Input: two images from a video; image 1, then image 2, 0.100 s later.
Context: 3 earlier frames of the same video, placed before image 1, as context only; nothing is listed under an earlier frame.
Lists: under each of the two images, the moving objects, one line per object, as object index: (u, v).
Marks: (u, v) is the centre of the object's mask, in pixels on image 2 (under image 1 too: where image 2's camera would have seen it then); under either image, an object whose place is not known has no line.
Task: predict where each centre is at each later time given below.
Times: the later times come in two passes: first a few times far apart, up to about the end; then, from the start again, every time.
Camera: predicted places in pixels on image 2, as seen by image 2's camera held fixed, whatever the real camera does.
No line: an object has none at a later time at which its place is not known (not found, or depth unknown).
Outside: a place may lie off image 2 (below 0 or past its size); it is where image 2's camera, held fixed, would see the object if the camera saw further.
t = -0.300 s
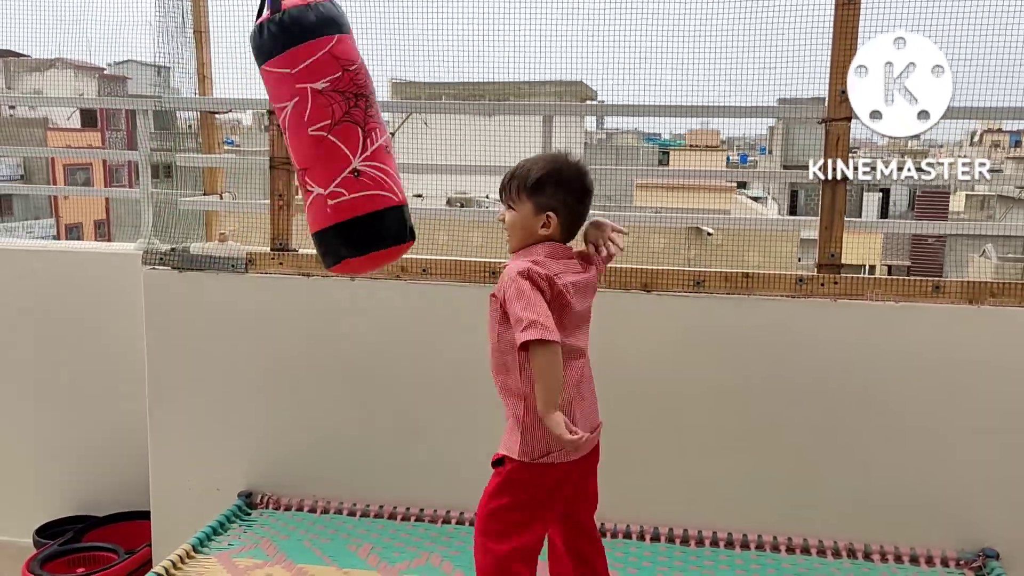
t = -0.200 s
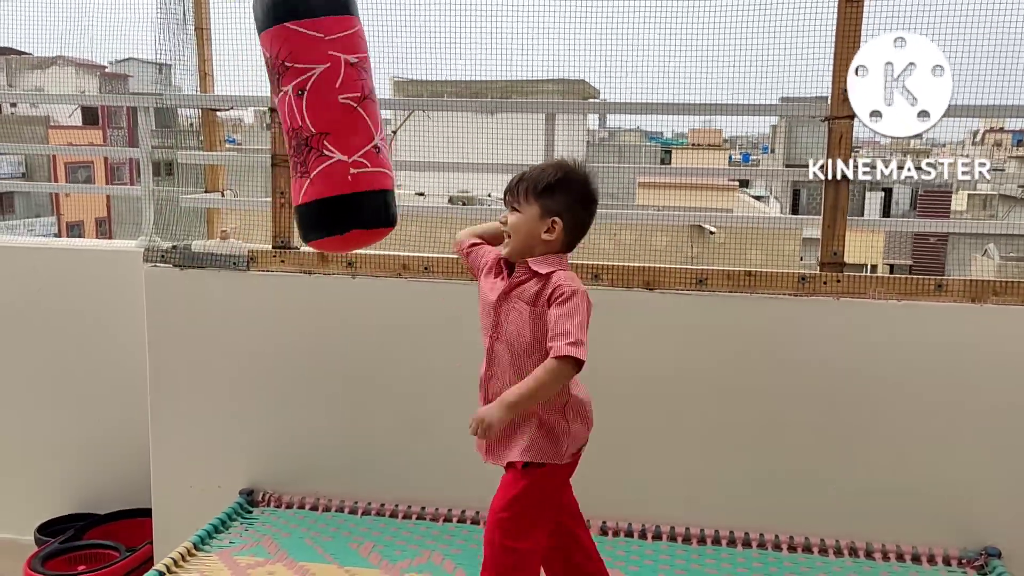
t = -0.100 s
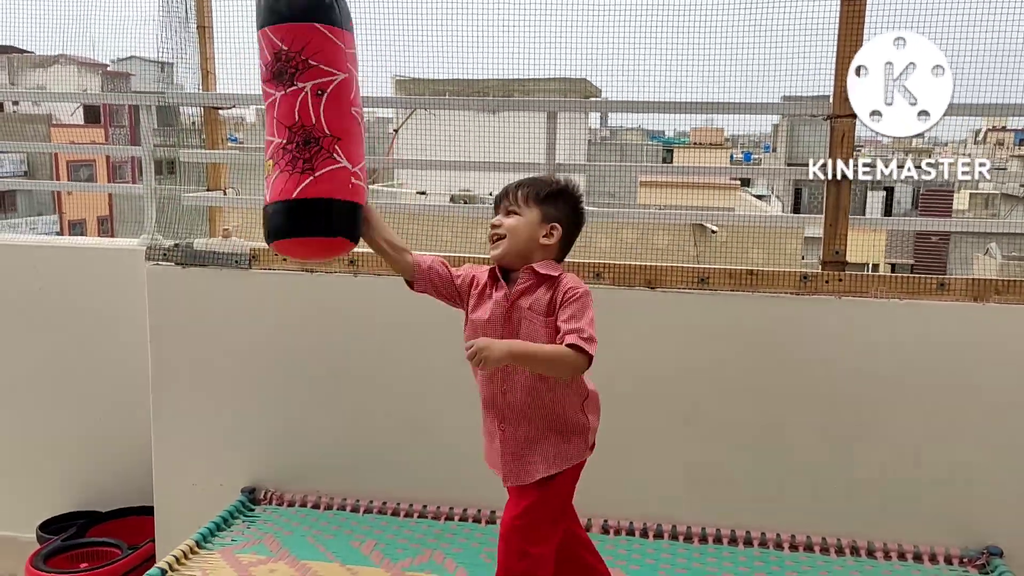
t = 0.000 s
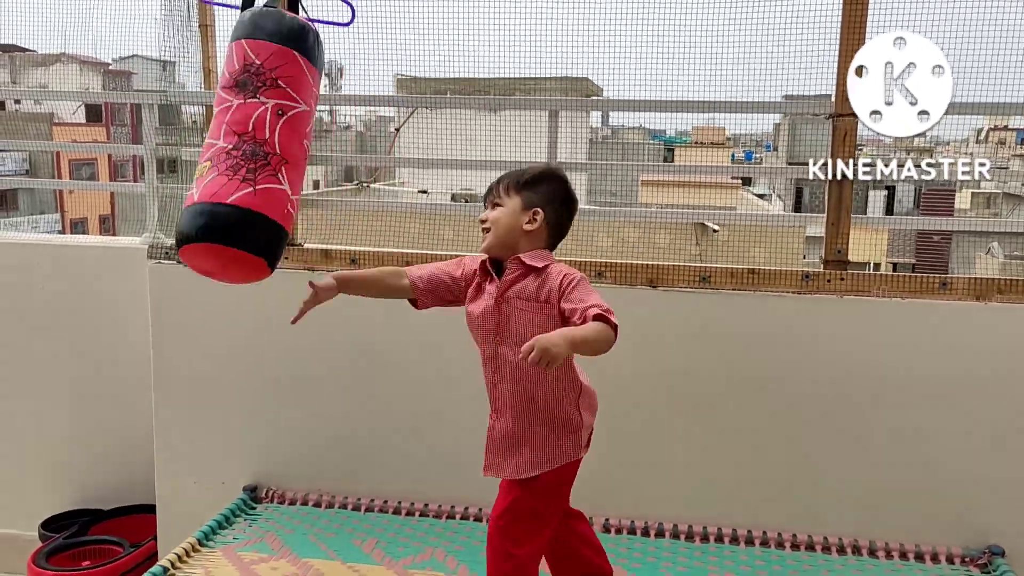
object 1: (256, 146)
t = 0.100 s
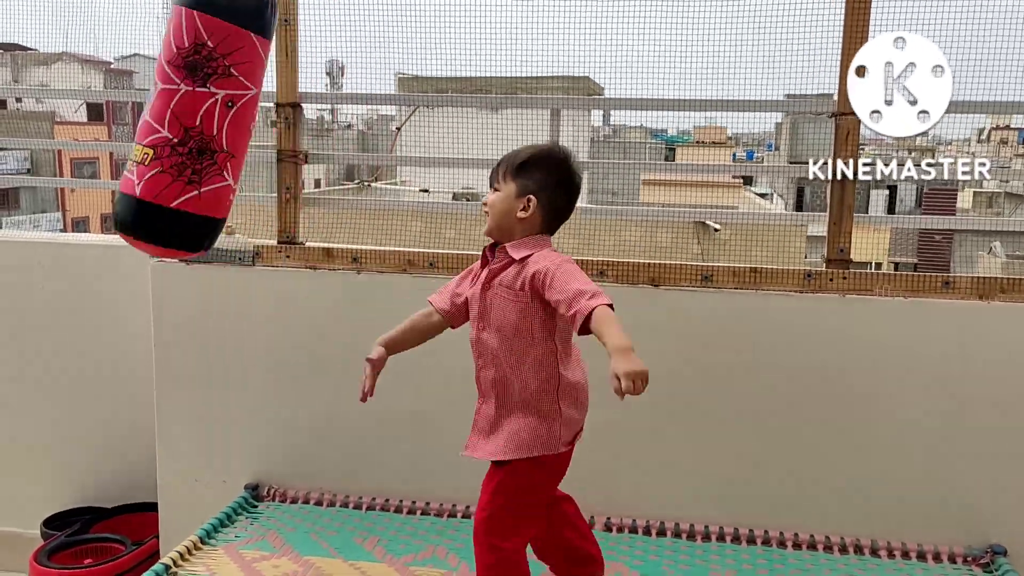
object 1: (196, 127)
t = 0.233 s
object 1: (131, 91)
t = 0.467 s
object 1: (120, 103)
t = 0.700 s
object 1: (239, 132)
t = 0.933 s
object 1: (344, 117)
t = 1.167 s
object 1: (387, 102)
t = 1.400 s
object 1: (342, 128)
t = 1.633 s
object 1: (231, 137)
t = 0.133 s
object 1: (178, 117)
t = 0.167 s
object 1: (161, 107)
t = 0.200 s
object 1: (146, 99)
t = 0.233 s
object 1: (131, 91)
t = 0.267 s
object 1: (119, 86)
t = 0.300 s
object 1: (110, 83)
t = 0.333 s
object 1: (107, 82)
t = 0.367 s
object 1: (107, 85)
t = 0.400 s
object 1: (109, 90)
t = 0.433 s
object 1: (112, 96)
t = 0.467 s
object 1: (120, 103)
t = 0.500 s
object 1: (132, 108)
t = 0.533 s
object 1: (147, 112)
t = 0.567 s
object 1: (162, 115)
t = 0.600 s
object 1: (180, 118)
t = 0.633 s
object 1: (200, 122)
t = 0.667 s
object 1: (219, 126)
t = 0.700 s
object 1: (239, 132)
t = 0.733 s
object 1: (257, 137)
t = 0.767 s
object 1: (274, 140)
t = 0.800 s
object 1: (290, 137)
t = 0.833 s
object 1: (305, 136)
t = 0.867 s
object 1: (319, 131)
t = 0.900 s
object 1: (332, 124)
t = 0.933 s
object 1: (344, 117)
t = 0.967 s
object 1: (355, 112)
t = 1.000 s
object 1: (365, 108)
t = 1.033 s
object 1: (373, 105)
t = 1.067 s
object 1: (380, 103)
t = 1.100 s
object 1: (385, 102)
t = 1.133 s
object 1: (387, 102)
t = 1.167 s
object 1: (387, 102)
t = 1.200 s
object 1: (386, 104)
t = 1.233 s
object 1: (382, 106)
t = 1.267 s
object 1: (377, 110)
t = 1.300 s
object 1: (371, 113)
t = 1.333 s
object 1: (364, 118)
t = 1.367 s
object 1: (354, 122)
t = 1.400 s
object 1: (342, 128)
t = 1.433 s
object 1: (328, 134)
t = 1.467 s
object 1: (313, 138)
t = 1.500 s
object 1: (298, 140)
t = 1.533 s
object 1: (282, 142)
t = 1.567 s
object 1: (265, 142)
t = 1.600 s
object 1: (248, 141)
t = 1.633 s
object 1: (231, 137)
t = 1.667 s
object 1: (215, 133)
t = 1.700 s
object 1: (200, 130)
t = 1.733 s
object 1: (184, 126)
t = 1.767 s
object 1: (170, 122)
